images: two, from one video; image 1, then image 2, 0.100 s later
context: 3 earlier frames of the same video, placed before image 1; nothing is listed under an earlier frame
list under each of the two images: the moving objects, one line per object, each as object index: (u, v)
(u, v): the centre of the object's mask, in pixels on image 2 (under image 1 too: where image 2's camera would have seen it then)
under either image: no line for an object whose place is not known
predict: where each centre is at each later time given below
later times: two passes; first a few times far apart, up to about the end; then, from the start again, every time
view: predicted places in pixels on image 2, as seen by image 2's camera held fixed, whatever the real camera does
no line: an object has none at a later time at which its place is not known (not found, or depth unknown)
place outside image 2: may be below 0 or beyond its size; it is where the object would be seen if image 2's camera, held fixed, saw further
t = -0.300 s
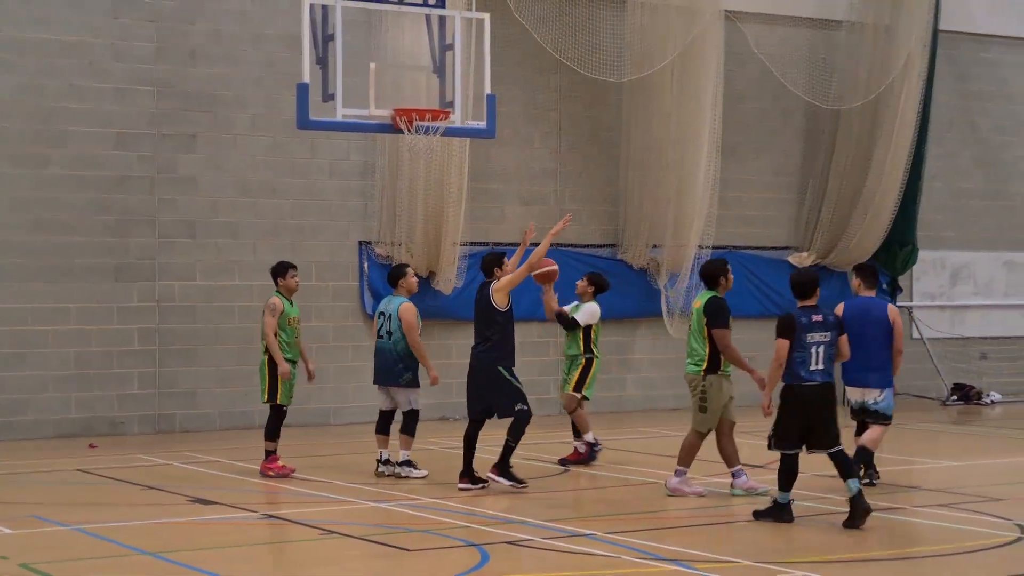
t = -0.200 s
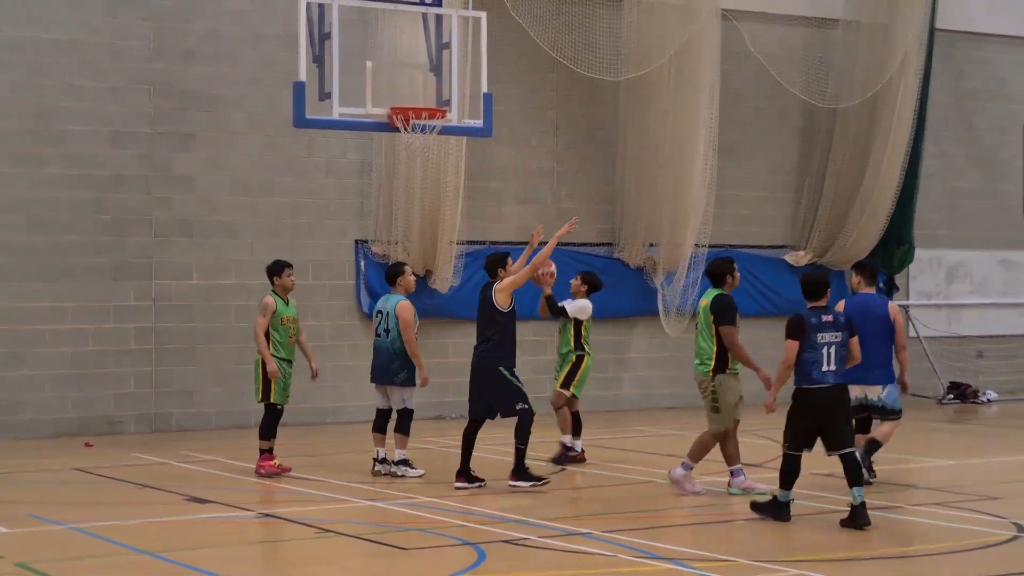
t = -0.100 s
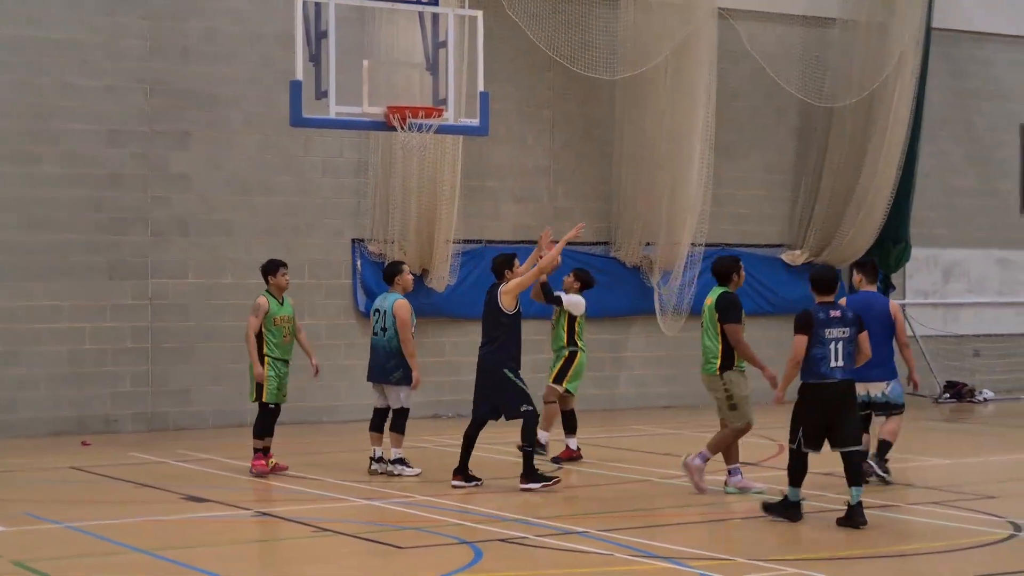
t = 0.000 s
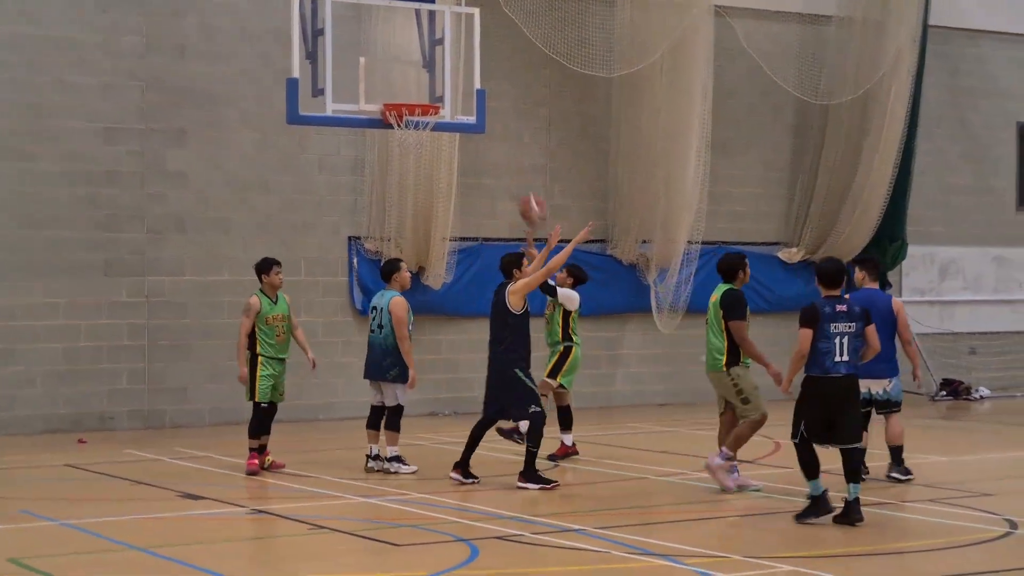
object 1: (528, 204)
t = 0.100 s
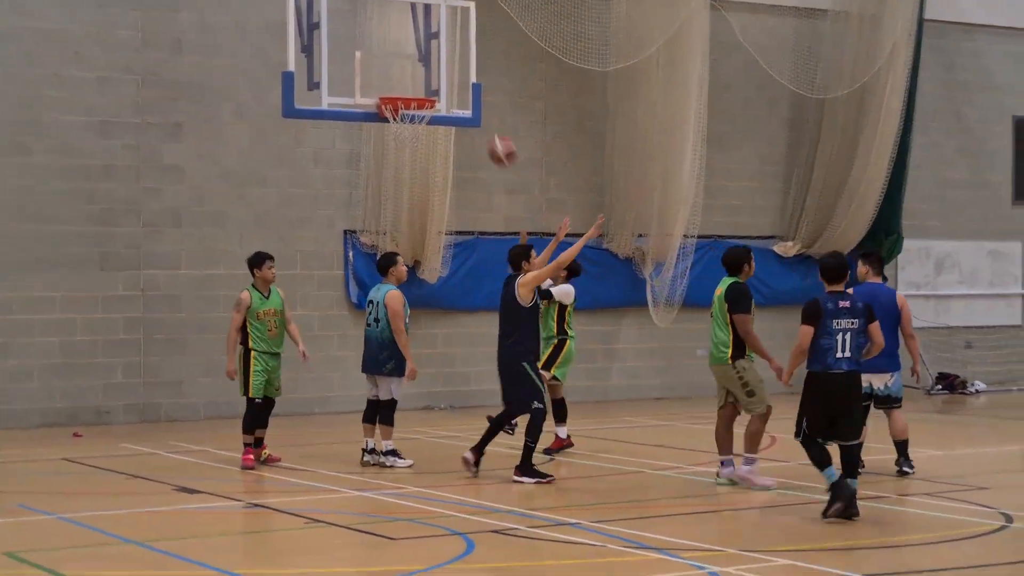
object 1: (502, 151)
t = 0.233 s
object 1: (466, 97)
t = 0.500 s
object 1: (420, 59)
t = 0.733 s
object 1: (404, 93)
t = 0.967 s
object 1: (413, 172)
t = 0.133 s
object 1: (493, 136)
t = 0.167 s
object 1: (485, 122)
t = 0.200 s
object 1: (477, 110)
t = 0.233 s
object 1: (466, 97)
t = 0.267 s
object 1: (458, 88)
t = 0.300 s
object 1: (449, 78)
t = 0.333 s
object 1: (440, 71)
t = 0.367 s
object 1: (431, 64)
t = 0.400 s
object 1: (427, 61)
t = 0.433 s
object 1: (425, 59)
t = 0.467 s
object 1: (423, 59)
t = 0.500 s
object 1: (420, 59)
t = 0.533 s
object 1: (417, 61)
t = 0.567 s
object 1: (415, 64)
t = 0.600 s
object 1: (413, 68)
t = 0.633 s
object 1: (410, 76)
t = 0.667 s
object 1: (408, 83)
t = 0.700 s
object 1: (404, 89)
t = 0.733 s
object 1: (404, 93)
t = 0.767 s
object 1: (408, 119)
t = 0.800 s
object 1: (407, 126)
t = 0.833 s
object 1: (408, 132)
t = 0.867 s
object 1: (410, 140)
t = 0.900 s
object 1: (411, 149)
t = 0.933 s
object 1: (412, 160)
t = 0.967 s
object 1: (413, 172)
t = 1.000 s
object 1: (413, 184)
